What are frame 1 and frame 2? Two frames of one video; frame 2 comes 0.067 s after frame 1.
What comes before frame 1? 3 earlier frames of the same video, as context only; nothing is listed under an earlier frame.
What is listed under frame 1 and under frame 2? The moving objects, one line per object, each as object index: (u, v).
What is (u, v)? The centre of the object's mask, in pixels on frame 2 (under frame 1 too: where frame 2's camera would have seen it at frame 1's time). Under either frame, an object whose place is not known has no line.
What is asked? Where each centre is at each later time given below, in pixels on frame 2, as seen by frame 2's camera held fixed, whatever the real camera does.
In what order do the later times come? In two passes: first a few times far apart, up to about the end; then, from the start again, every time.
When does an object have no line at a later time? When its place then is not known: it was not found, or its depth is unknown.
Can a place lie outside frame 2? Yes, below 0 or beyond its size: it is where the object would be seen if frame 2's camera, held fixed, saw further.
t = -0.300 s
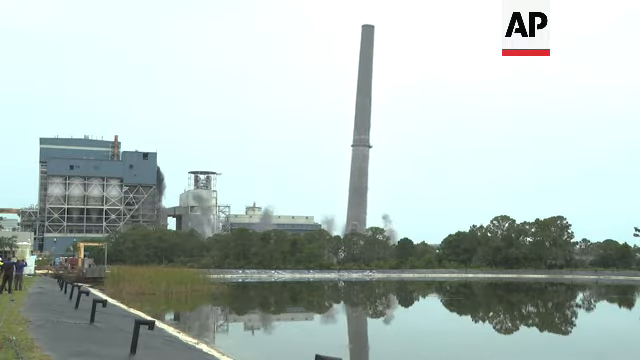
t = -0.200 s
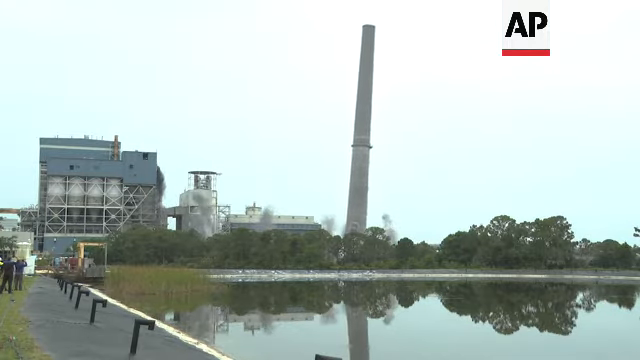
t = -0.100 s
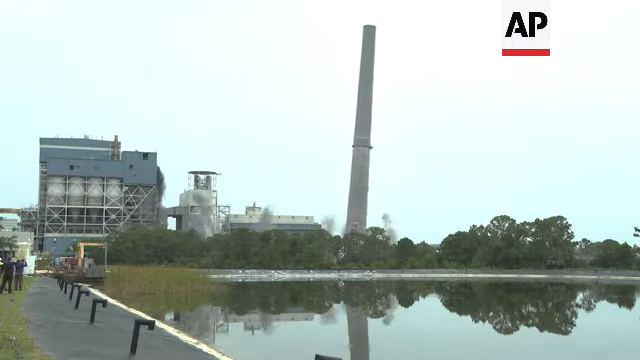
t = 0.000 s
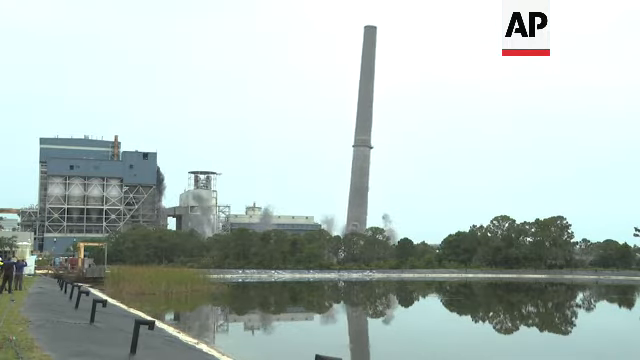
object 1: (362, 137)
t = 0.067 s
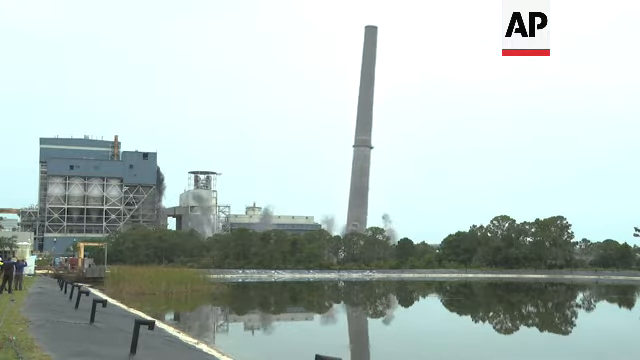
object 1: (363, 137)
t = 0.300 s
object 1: (364, 137)
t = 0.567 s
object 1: (365, 137)
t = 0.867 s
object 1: (367, 137)
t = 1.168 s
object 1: (369, 138)
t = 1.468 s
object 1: (371, 138)
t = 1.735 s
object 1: (373, 138)
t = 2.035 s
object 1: (375, 140)
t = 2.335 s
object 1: (378, 140)
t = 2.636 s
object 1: (381, 142)
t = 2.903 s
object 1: (385, 143)
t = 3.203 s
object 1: (388, 146)
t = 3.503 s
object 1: (396, 141)
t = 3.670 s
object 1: (398, 143)
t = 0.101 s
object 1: (363, 137)
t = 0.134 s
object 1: (363, 137)
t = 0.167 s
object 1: (363, 137)
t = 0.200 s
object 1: (363, 137)
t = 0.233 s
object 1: (363, 137)
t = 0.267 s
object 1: (364, 137)
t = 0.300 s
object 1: (364, 137)
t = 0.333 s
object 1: (364, 137)
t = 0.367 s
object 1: (364, 137)
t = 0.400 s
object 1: (364, 137)
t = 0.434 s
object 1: (364, 137)
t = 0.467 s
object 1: (365, 137)
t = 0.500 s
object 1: (365, 137)
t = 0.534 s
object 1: (365, 137)
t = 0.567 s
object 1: (365, 137)
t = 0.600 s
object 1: (365, 137)
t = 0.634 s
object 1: (366, 137)
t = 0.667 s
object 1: (366, 137)
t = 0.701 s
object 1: (366, 137)
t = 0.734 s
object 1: (366, 137)
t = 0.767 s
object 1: (366, 137)
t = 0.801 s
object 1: (367, 137)
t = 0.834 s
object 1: (367, 137)
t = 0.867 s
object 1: (367, 137)
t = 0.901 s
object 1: (367, 137)
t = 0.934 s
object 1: (367, 137)
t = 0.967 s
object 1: (368, 137)
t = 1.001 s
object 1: (368, 137)
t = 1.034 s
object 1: (368, 137)
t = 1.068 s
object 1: (368, 137)
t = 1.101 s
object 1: (368, 137)
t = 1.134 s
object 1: (369, 137)
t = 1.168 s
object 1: (369, 138)
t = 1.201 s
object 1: (369, 138)
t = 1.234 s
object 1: (369, 138)
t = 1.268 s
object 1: (370, 138)
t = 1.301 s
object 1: (370, 138)
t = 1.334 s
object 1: (370, 138)
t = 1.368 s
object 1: (370, 138)
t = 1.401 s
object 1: (370, 138)
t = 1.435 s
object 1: (371, 138)
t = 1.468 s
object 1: (371, 138)
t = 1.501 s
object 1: (371, 138)
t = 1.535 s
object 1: (371, 138)
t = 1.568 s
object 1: (372, 138)
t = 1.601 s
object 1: (372, 138)
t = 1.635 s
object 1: (372, 138)
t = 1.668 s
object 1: (372, 138)
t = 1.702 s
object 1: (373, 138)
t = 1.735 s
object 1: (373, 138)
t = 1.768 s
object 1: (373, 139)
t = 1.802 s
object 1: (373, 139)
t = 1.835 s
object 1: (374, 139)
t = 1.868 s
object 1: (374, 139)
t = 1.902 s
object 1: (374, 139)
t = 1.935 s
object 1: (374, 139)
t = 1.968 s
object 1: (375, 139)
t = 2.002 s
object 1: (375, 139)
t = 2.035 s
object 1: (375, 140)
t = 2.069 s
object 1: (376, 140)
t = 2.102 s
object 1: (376, 140)
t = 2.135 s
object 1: (376, 140)
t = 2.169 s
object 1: (377, 140)
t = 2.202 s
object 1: (377, 140)
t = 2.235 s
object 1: (377, 140)
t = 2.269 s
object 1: (378, 140)
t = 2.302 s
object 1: (378, 140)
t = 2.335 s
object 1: (378, 140)
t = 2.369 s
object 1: (379, 141)
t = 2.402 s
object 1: (379, 141)
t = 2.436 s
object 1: (379, 141)
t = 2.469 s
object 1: (380, 141)
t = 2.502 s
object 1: (380, 141)
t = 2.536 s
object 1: (380, 141)
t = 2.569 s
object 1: (381, 142)
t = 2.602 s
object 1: (381, 142)
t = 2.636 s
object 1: (381, 142)
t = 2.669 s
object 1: (382, 142)
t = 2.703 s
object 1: (382, 142)
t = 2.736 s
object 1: (383, 141)
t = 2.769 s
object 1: (383, 143)
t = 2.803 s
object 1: (383, 143)
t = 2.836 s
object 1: (384, 141)
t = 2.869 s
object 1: (385, 141)
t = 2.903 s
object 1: (385, 143)
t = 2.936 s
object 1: (385, 143)
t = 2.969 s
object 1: (385, 144)
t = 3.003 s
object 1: (386, 144)
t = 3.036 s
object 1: (387, 143)
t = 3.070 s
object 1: (387, 144)
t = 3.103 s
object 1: (387, 145)
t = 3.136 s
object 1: (387, 145)
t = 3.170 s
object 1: (388, 145)
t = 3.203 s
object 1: (388, 146)
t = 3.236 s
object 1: (389, 146)
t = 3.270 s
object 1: (389, 146)
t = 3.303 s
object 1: (390, 146)
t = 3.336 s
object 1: (391, 144)
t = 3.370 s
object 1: (392, 143)
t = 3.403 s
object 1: (394, 140)
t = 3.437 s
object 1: (394, 142)
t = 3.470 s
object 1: (394, 142)
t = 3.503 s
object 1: (396, 141)
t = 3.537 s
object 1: (396, 142)
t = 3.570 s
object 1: (396, 142)
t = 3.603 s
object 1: (397, 142)
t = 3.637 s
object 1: (398, 142)
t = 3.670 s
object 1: (398, 143)
